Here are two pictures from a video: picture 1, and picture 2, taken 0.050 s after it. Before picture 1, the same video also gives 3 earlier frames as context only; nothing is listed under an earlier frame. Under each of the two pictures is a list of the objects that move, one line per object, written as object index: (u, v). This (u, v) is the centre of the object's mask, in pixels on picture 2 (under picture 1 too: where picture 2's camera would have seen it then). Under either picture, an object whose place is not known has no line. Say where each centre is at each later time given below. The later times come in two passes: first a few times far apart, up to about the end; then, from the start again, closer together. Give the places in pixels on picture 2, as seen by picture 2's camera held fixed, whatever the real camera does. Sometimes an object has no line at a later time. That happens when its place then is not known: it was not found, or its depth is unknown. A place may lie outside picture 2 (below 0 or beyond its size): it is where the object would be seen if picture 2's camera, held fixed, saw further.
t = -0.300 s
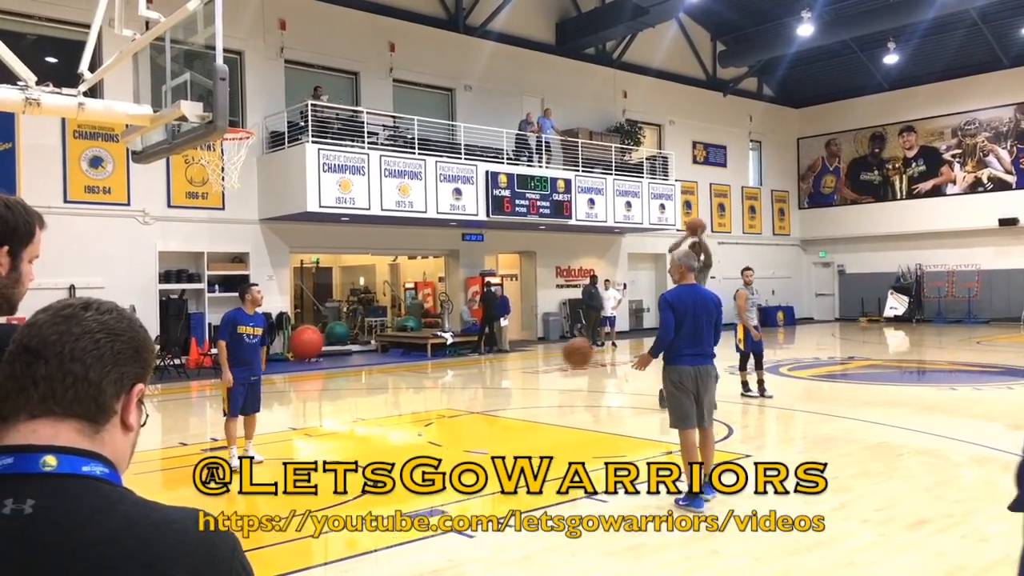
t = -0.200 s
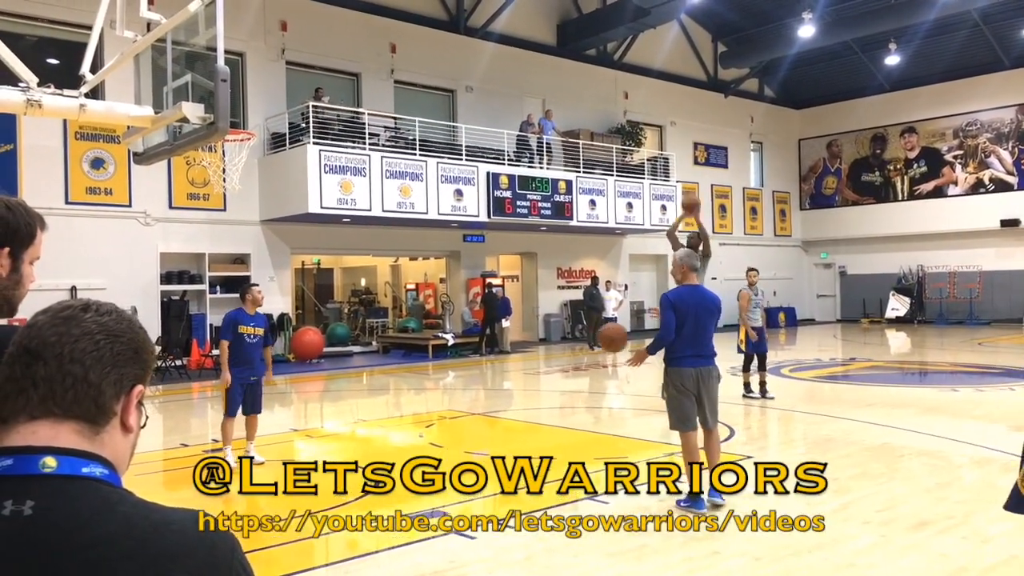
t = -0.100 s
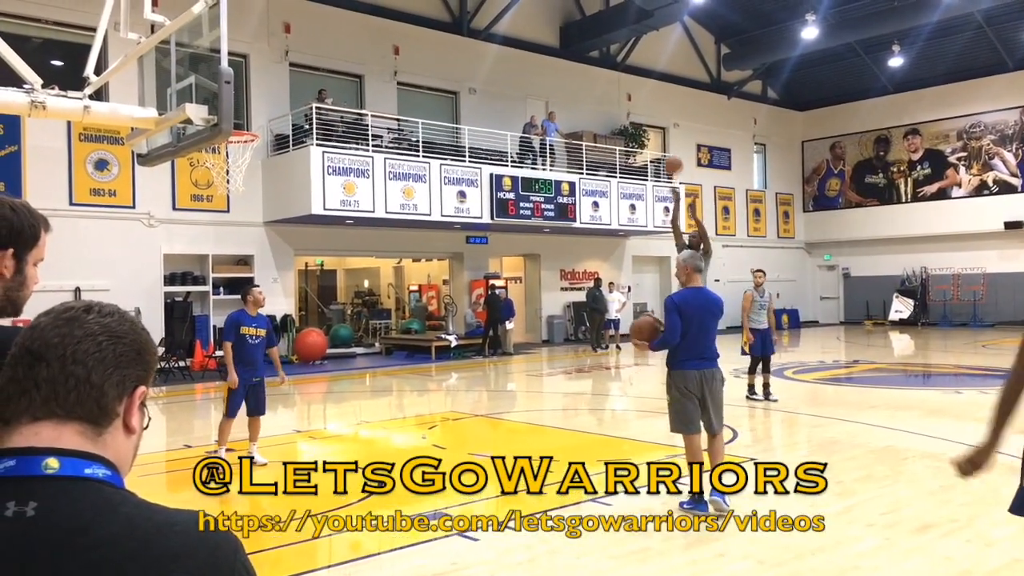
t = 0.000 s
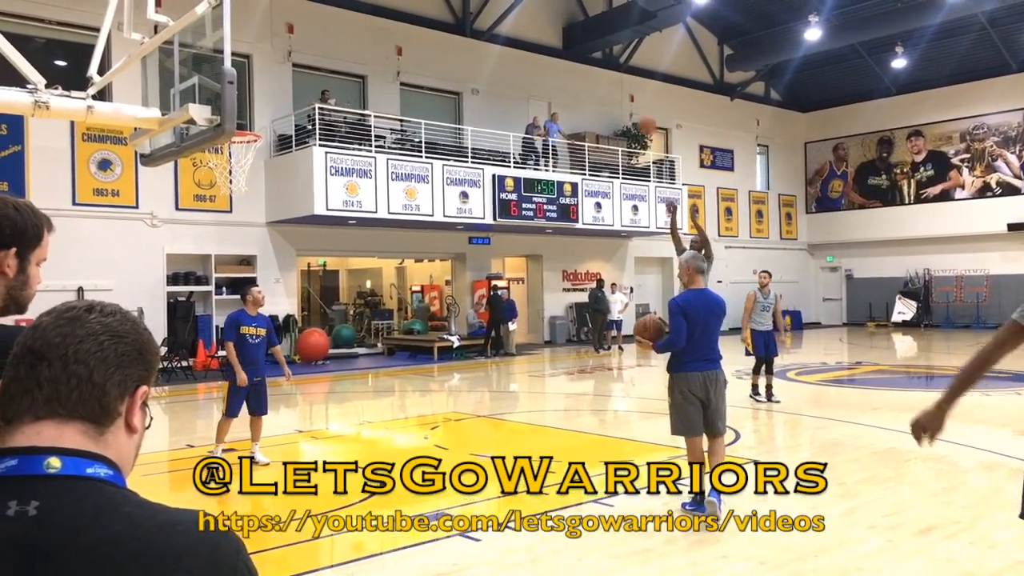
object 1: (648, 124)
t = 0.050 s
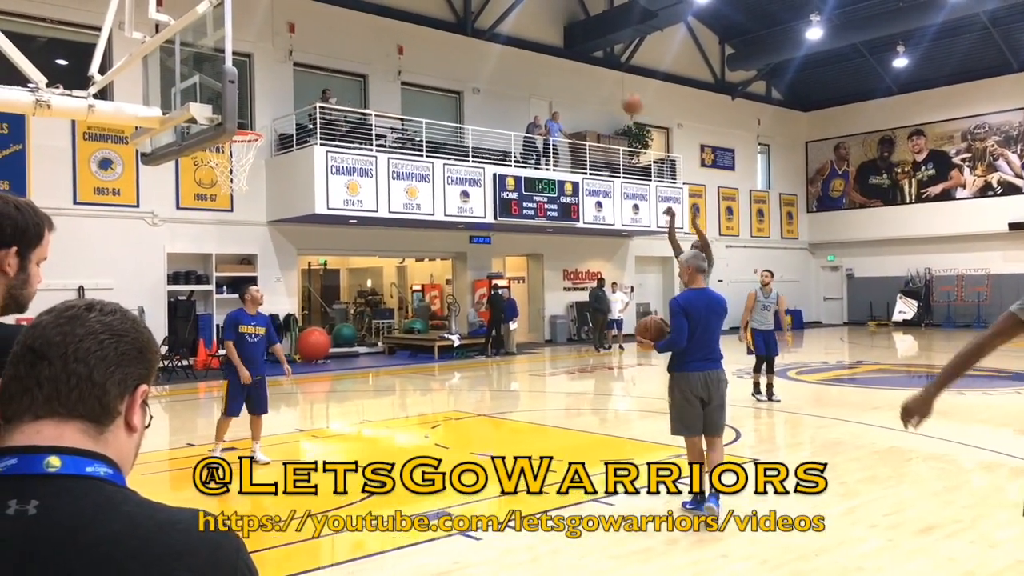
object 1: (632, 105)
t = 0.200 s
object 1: (584, 56)
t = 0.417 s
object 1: (508, 15)
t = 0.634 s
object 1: (420, 15)
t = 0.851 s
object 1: (321, 63)
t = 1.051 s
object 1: (216, 159)
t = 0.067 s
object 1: (627, 99)
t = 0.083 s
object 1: (622, 93)
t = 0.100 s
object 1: (616, 87)
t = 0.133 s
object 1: (606, 76)
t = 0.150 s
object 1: (600, 70)
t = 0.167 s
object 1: (595, 65)
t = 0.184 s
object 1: (590, 60)
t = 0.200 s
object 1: (584, 56)
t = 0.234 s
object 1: (574, 48)
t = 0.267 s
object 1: (562, 41)
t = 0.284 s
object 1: (557, 38)
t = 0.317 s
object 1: (544, 30)
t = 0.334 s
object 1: (539, 27)
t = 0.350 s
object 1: (533, 24)
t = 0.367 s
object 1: (526, 22)
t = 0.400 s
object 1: (515, 18)
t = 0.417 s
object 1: (508, 15)
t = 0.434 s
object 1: (501, 14)
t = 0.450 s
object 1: (495, 13)
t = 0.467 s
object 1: (487, 12)
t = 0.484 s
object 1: (483, 11)
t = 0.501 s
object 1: (476, 10)
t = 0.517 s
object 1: (469, 10)
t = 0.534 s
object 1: (463, 10)
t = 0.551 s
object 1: (456, 10)
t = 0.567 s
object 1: (450, 11)
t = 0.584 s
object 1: (443, 12)
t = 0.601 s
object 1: (435, 13)
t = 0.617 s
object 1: (429, 14)
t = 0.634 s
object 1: (420, 15)
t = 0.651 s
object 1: (413, 17)
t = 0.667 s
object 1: (406, 19)
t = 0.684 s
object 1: (399, 21)
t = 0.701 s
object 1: (392, 24)
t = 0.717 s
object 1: (383, 28)
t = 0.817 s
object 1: (336, 53)
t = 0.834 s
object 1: (329, 58)
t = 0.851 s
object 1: (321, 63)
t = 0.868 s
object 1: (311, 70)
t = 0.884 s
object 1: (303, 76)
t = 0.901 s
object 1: (296, 83)
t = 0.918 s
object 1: (287, 90)
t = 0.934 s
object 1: (278, 97)
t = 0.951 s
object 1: (269, 106)
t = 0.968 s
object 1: (260, 115)
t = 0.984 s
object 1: (251, 122)
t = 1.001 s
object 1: (244, 125)
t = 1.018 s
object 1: (232, 146)
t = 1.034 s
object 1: (222, 152)
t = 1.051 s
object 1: (216, 159)
